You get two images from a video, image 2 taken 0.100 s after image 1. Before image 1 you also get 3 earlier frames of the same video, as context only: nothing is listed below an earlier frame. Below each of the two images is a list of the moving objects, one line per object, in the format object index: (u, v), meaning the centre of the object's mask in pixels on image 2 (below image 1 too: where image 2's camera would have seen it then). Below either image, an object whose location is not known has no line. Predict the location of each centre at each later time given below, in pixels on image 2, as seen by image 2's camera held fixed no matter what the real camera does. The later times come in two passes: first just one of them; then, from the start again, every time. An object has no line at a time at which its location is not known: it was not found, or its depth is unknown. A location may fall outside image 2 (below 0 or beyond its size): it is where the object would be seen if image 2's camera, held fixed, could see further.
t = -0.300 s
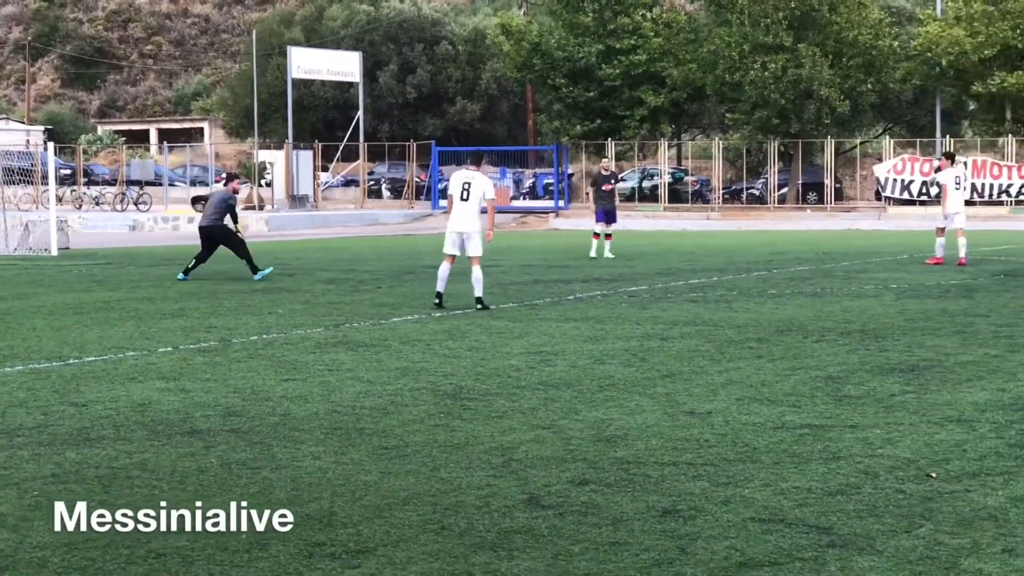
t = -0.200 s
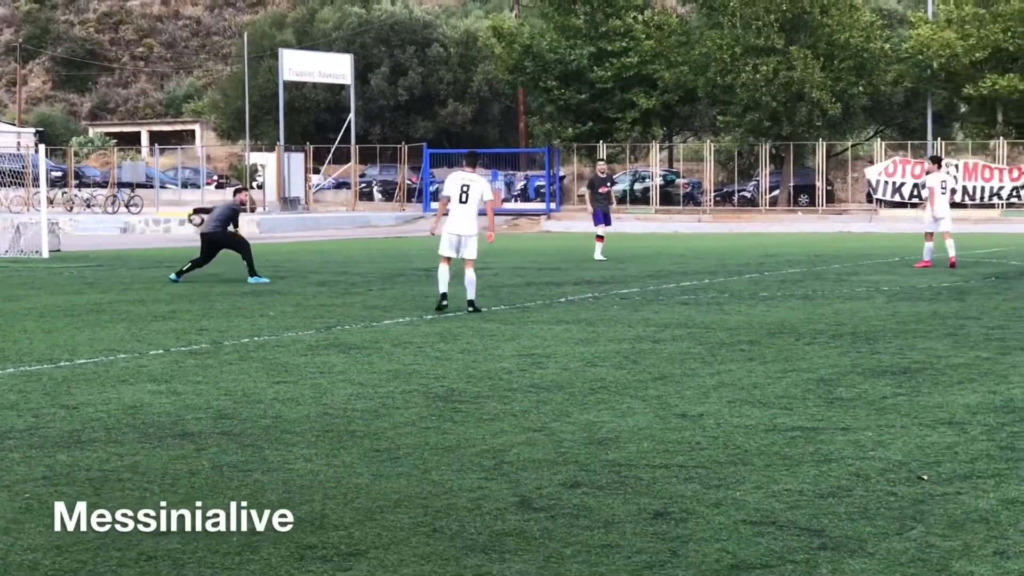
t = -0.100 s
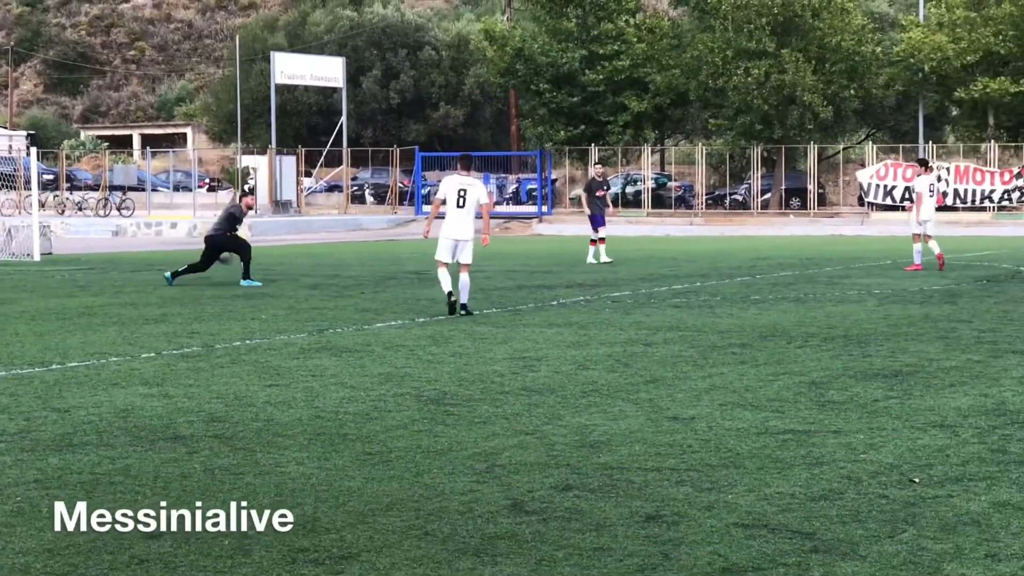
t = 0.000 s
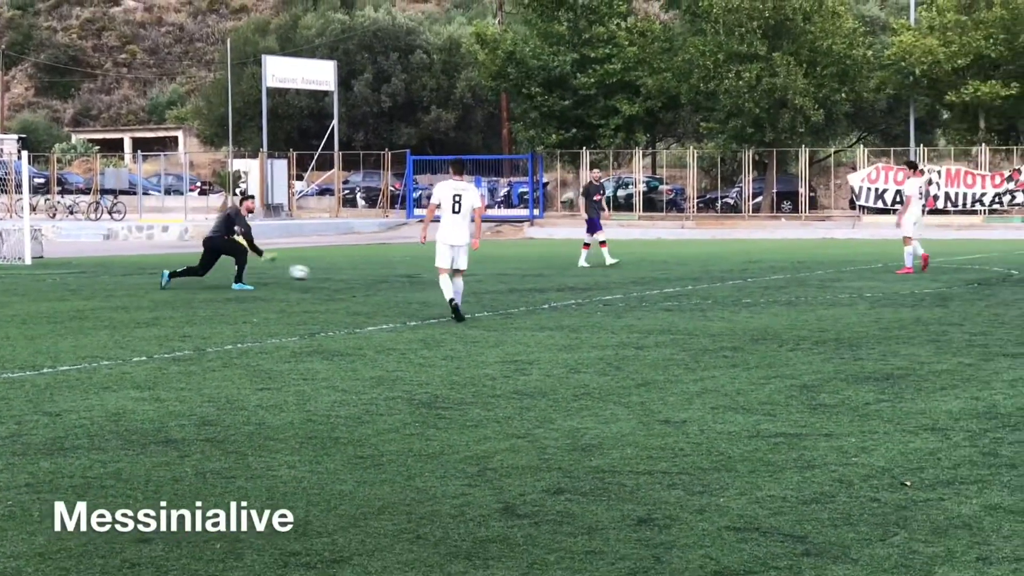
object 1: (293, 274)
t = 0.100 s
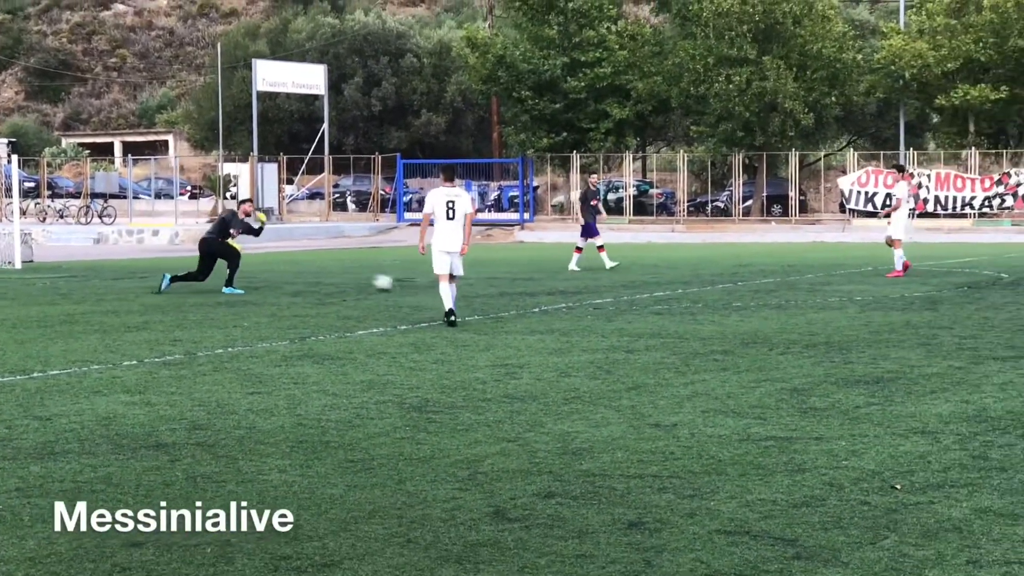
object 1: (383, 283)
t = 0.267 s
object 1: (514, 277)
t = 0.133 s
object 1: (410, 283)
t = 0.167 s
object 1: (433, 281)
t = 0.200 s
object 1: (464, 279)
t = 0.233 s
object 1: (488, 277)
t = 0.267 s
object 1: (514, 277)
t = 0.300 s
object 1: (538, 277)
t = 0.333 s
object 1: (565, 278)
